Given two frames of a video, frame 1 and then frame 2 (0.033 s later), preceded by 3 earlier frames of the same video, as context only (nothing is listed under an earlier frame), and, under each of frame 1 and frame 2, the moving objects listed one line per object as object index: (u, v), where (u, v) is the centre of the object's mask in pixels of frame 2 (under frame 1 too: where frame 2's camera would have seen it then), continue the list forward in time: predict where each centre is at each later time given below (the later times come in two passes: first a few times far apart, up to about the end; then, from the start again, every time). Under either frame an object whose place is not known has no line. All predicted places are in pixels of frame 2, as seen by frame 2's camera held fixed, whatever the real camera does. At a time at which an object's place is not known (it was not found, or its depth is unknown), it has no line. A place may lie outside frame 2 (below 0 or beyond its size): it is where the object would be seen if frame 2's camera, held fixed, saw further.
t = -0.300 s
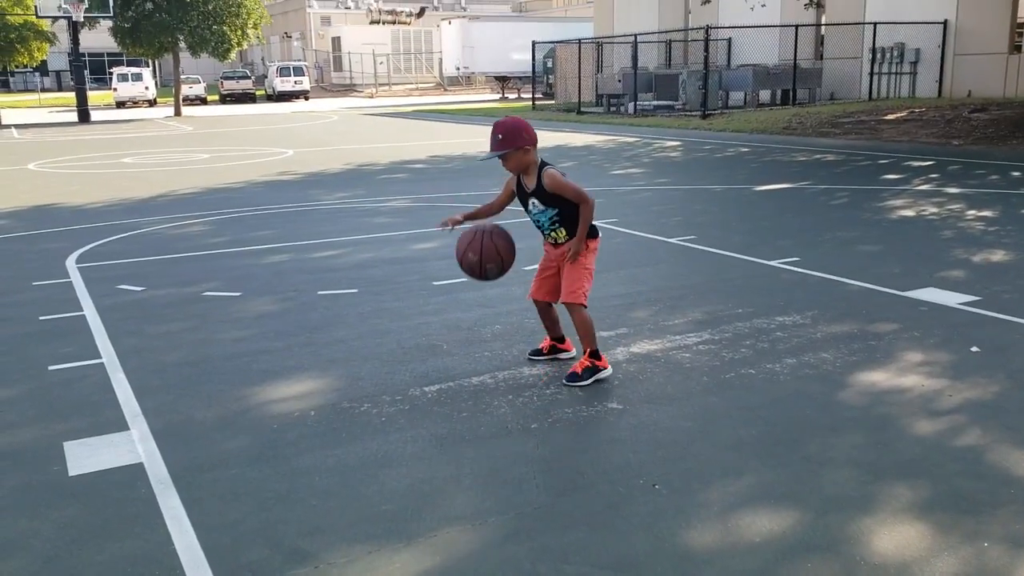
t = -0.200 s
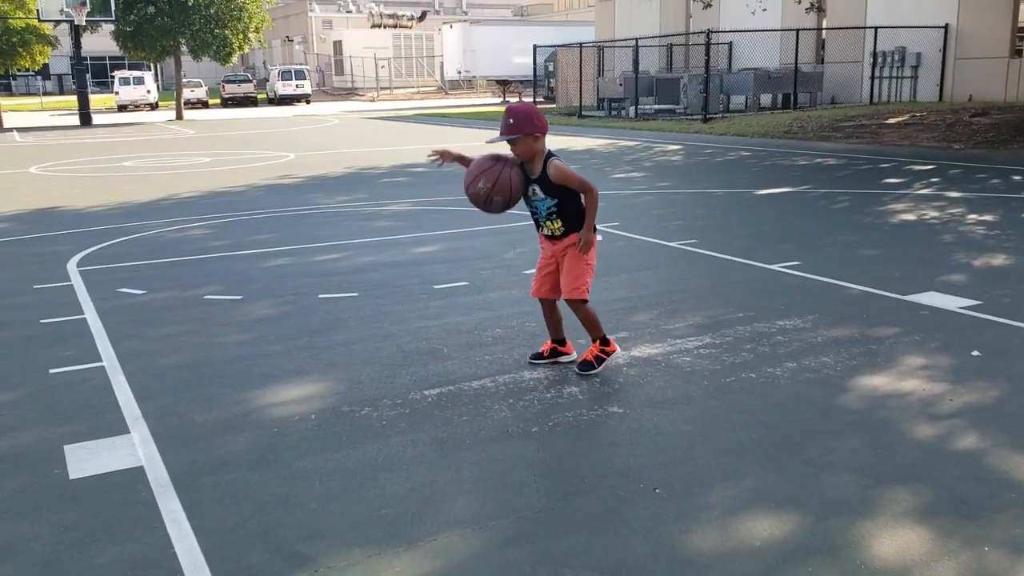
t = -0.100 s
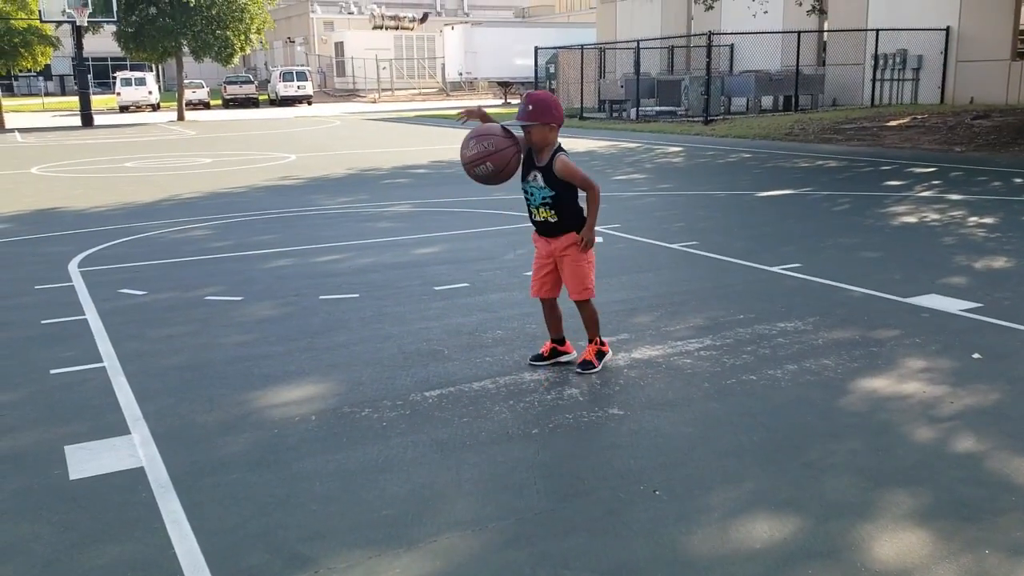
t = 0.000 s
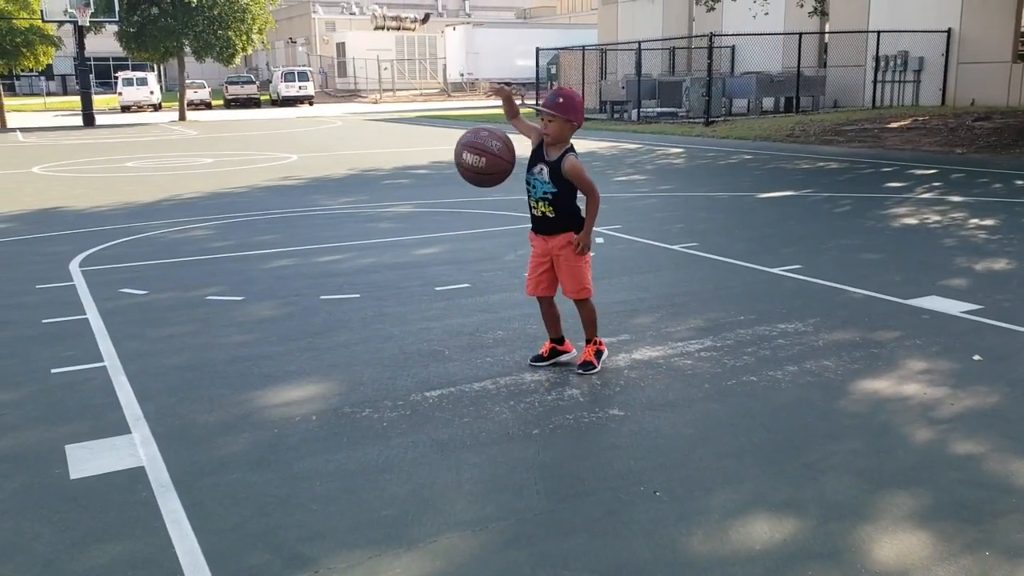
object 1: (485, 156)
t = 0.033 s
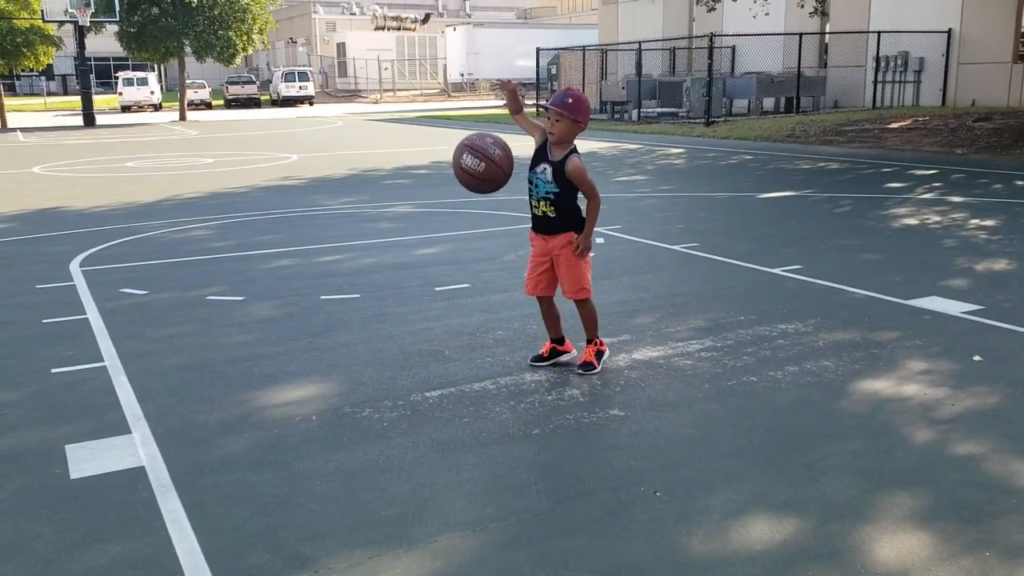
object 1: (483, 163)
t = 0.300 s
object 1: (467, 313)
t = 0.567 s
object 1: (472, 237)
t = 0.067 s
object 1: (481, 172)
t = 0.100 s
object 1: (479, 184)
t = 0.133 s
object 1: (477, 199)
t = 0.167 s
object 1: (475, 217)
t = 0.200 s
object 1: (473, 238)
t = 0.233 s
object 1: (471, 260)
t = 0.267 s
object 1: (469, 286)
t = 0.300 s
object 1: (467, 313)
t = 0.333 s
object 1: (465, 344)
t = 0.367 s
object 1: (466, 337)
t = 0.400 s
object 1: (466, 314)
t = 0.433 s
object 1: (467, 293)
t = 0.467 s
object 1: (468, 275)
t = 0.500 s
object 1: (469, 260)
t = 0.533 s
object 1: (470, 247)
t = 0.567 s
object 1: (472, 237)
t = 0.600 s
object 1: (473, 230)
